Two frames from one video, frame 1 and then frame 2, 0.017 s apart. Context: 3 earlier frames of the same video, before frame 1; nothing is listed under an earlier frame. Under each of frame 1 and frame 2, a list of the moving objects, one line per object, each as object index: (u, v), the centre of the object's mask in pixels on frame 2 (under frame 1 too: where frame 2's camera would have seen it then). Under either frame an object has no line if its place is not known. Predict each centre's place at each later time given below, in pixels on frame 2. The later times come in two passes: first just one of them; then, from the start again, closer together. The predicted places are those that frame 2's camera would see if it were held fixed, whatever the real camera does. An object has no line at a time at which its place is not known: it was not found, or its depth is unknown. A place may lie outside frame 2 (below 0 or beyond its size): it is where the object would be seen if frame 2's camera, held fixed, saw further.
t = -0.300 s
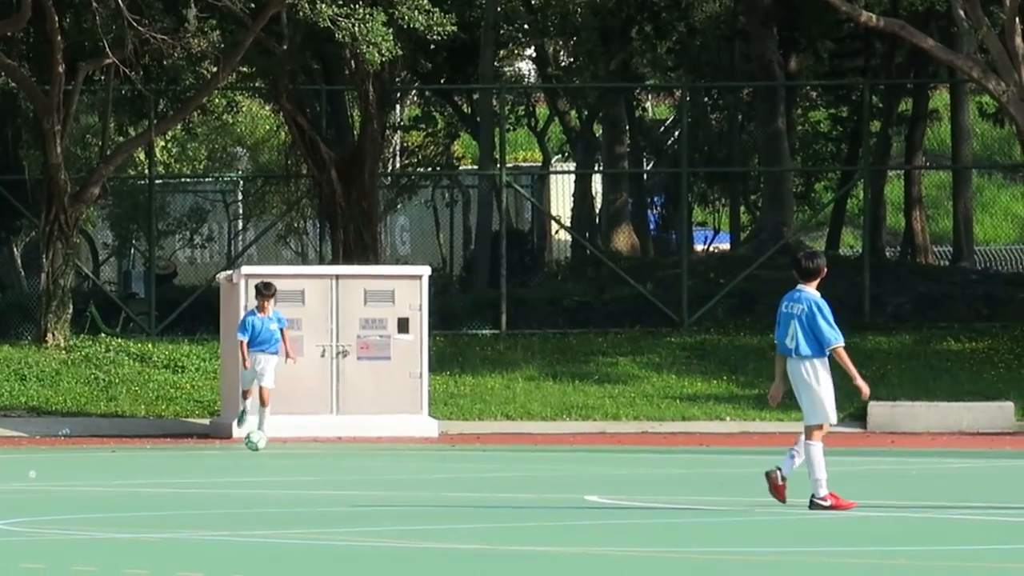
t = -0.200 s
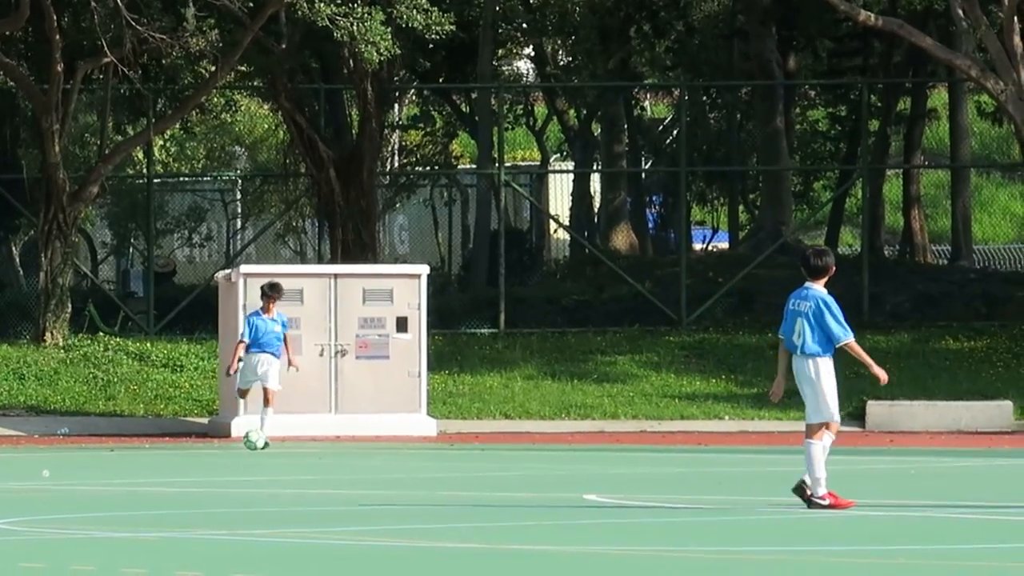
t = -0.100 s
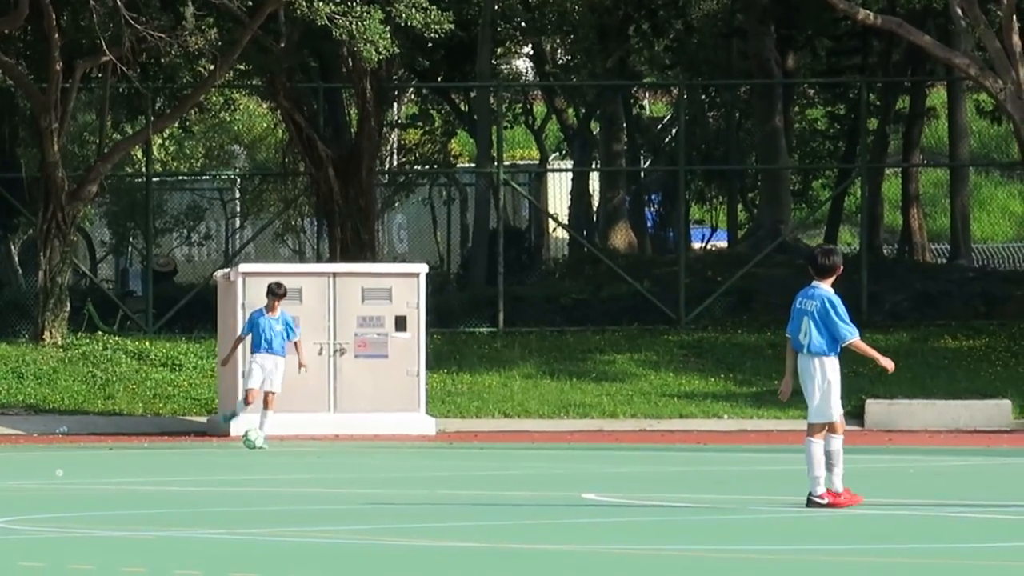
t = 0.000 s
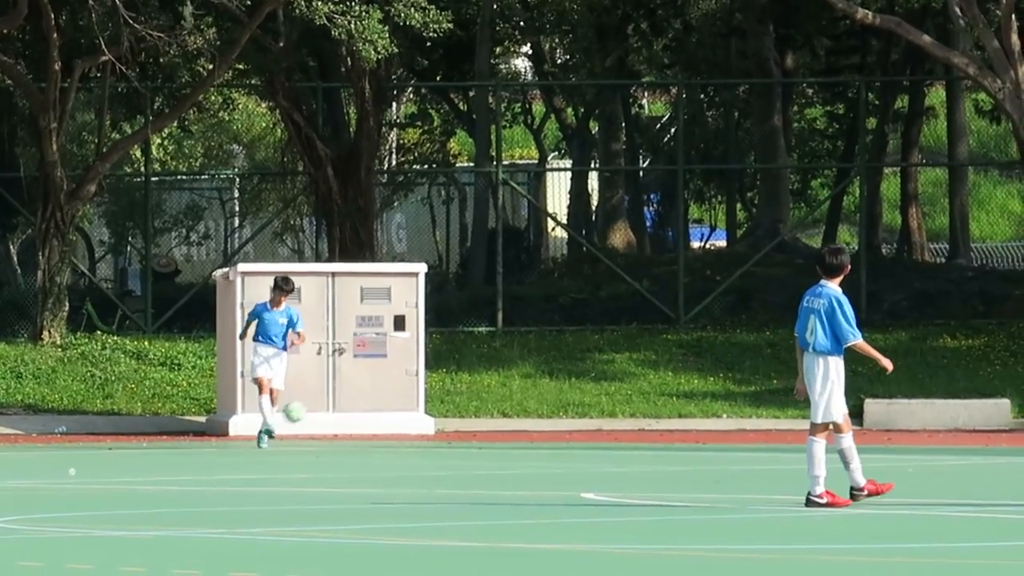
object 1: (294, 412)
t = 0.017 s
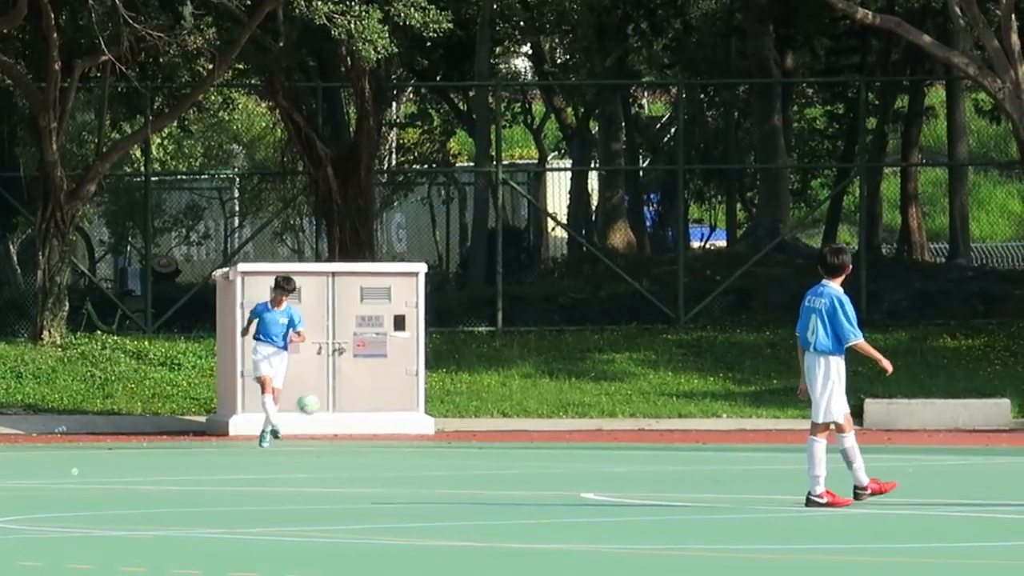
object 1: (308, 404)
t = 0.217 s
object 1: (484, 340)
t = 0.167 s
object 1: (439, 351)
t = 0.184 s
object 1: (454, 347)
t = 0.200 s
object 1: (469, 343)
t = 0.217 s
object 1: (484, 340)
